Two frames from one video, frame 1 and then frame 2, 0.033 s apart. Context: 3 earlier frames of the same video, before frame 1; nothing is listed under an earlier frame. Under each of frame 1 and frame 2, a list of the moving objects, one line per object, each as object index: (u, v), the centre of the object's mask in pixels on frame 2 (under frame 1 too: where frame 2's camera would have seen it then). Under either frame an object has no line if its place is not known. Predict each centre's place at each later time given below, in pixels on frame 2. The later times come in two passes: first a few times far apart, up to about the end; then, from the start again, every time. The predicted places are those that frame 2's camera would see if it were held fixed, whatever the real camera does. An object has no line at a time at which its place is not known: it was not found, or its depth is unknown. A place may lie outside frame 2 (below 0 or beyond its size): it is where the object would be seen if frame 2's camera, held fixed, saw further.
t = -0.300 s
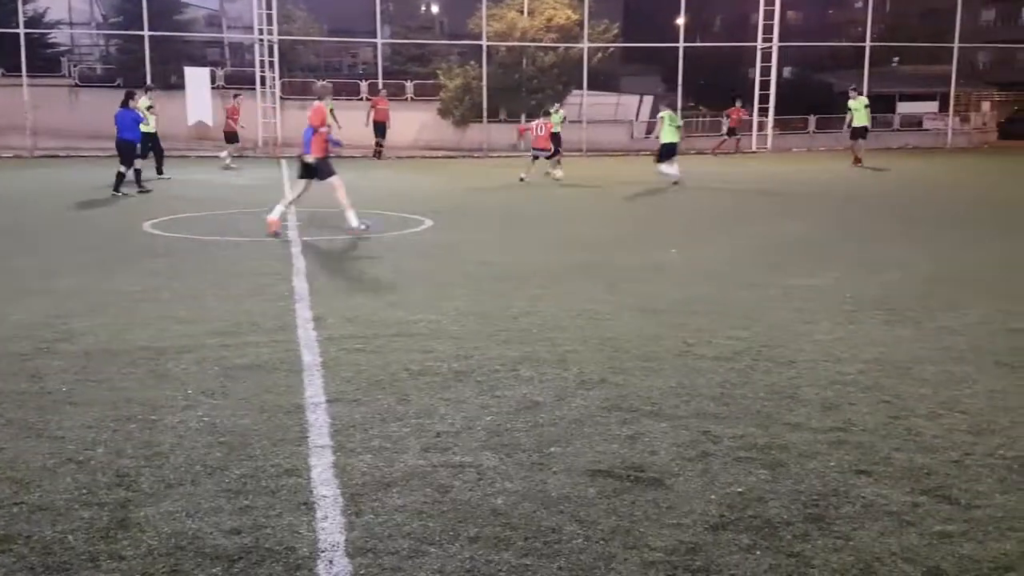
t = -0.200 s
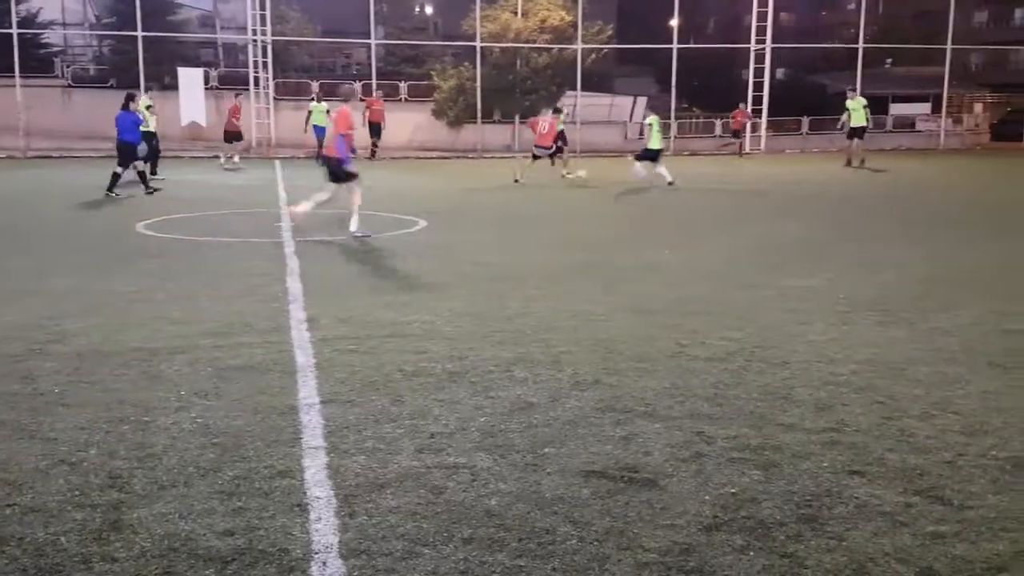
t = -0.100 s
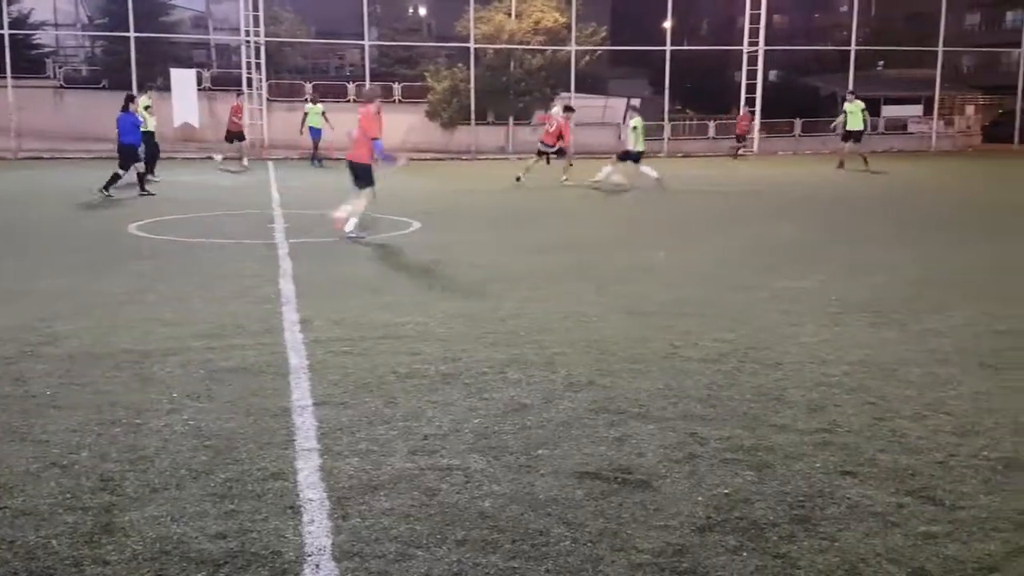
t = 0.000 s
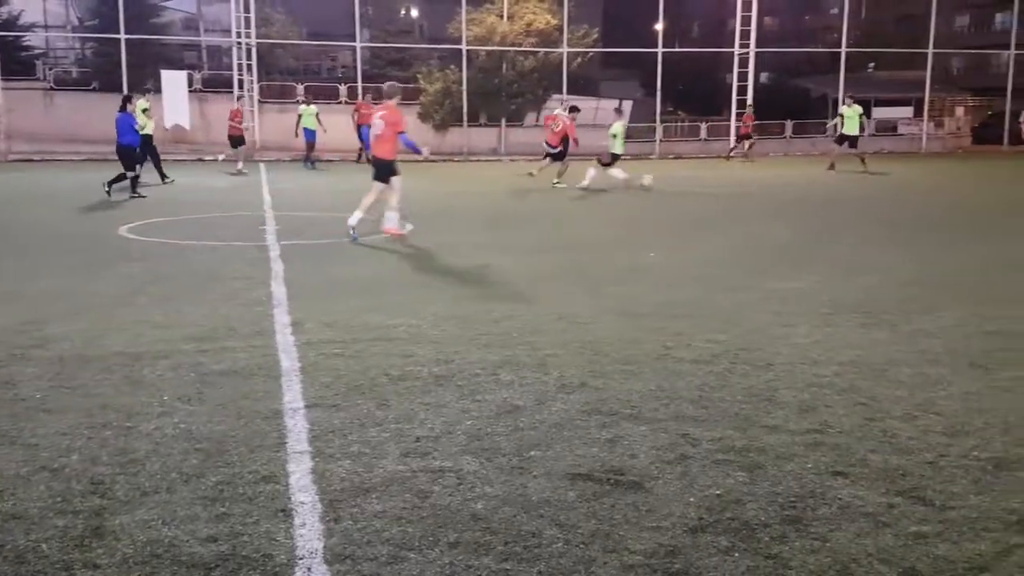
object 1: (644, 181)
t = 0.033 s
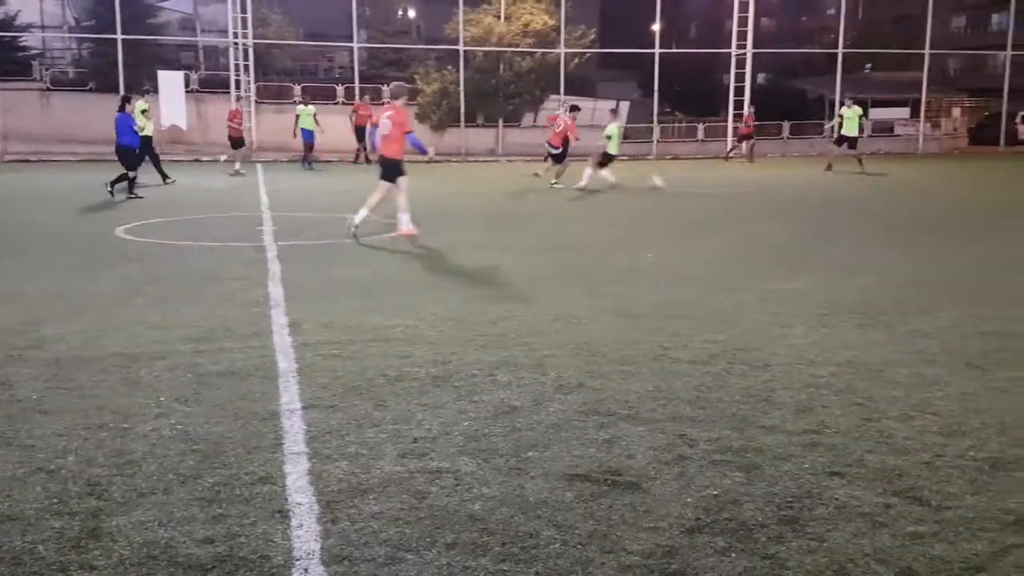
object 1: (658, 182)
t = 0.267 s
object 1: (738, 187)
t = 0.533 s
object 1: (823, 194)
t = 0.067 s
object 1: (669, 183)
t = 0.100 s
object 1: (682, 185)
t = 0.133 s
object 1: (694, 187)
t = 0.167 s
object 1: (705, 186)
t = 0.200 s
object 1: (716, 186)
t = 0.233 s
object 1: (727, 186)
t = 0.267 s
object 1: (738, 187)
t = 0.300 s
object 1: (749, 188)
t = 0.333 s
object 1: (760, 190)
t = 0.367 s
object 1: (771, 190)
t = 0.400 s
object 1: (783, 190)
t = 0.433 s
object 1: (792, 190)
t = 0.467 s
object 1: (803, 191)
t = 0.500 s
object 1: (813, 192)
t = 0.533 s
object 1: (823, 194)
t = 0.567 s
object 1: (831, 193)
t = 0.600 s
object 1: (844, 193)
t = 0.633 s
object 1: (856, 194)
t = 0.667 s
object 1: (869, 195)
